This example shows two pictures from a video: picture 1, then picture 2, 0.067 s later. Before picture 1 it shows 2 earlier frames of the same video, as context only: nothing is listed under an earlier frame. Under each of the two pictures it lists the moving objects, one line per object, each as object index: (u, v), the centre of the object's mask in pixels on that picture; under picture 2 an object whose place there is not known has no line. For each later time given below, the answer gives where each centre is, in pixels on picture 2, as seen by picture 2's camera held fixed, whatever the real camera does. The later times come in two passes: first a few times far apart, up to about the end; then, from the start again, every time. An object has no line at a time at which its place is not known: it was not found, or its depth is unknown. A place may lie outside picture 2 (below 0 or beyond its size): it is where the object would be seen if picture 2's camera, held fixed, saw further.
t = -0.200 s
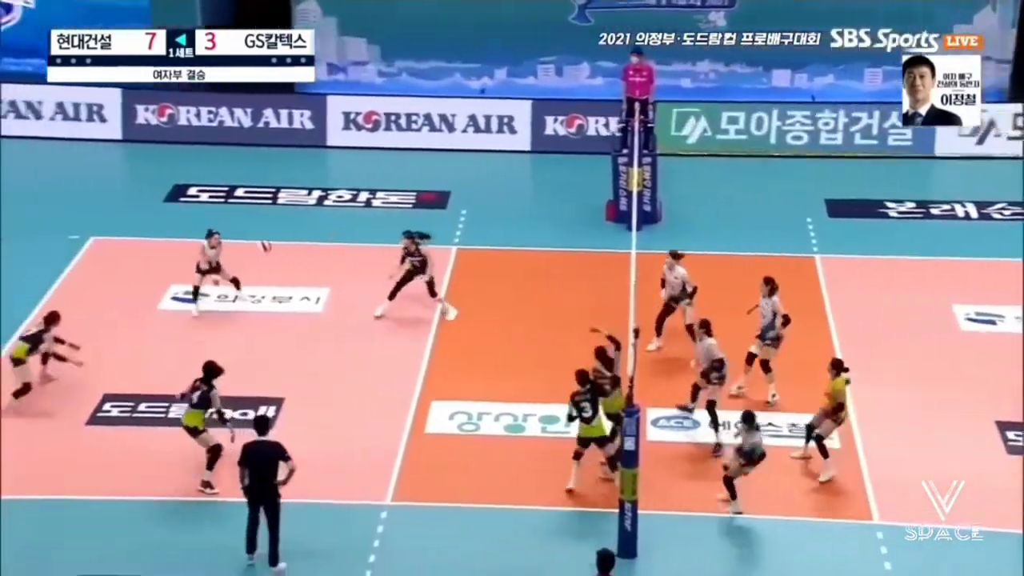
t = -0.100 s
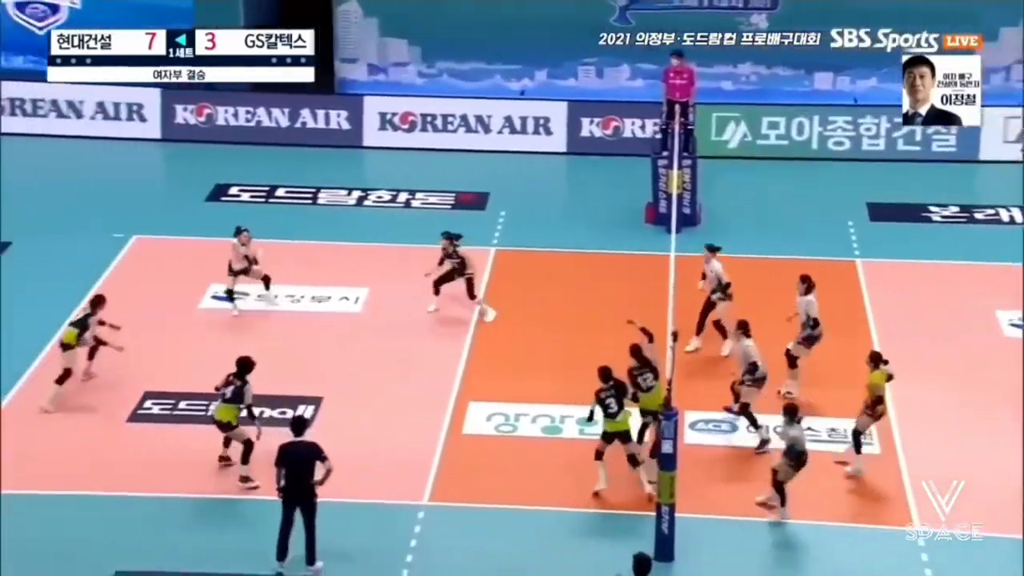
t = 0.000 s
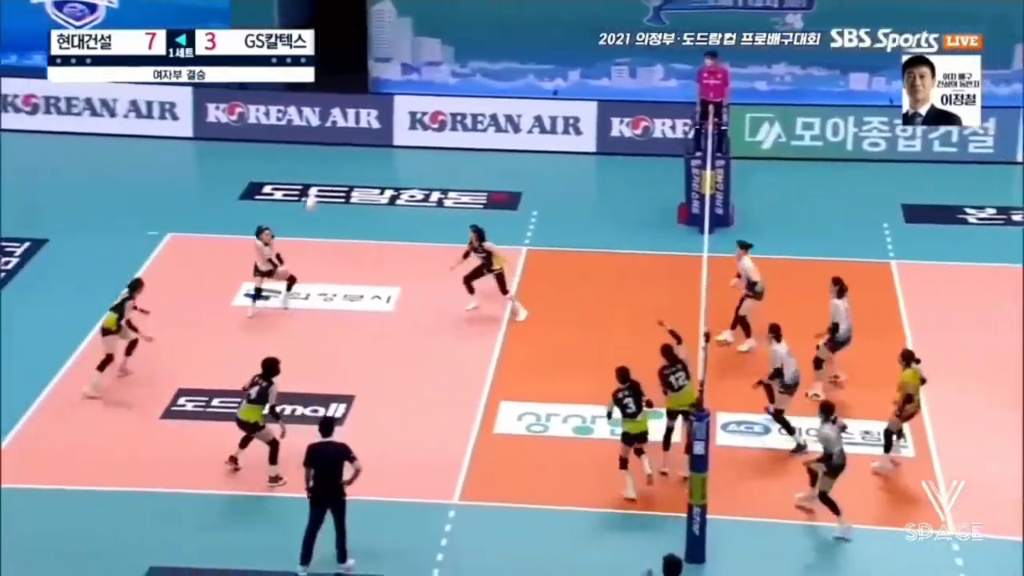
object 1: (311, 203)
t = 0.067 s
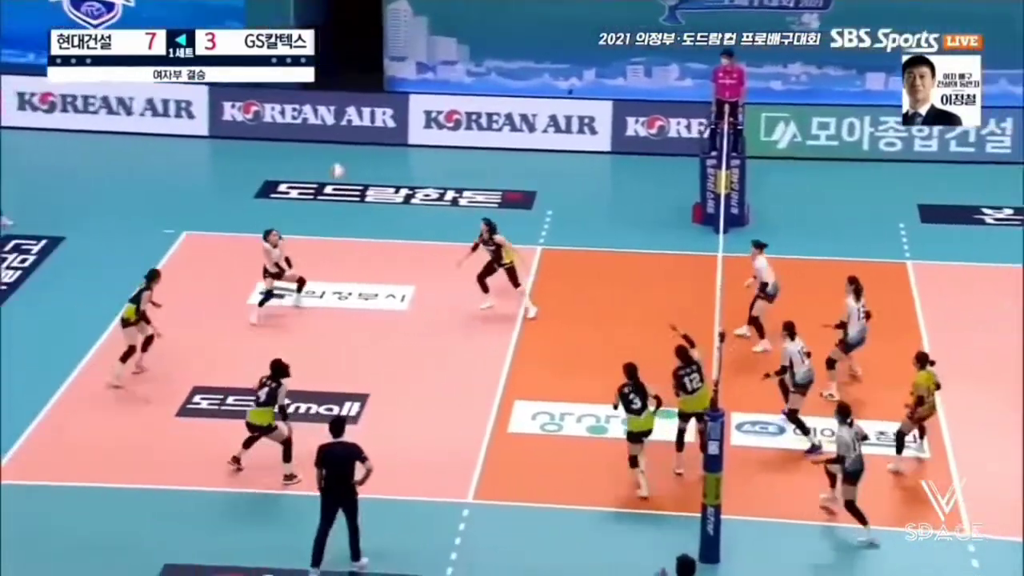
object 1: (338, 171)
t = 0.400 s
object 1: (399, 57)
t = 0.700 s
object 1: (455, 14)
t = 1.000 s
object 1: (513, 30)
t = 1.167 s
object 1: (544, 65)
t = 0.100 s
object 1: (344, 156)
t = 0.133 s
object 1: (349, 143)
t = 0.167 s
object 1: (355, 130)
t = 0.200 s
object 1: (361, 117)
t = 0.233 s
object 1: (369, 107)
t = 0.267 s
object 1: (374, 95)
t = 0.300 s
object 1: (380, 85)
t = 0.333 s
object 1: (386, 76)
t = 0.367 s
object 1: (392, 66)
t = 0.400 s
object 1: (399, 57)
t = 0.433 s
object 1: (406, 50)
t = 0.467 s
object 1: (411, 42)
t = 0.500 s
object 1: (417, 36)
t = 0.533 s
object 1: (423, 30)
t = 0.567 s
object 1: (431, 27)
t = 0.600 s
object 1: (437, 21)
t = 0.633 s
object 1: (443, 18)
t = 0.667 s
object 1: (449, 16)
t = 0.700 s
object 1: (455, 14)
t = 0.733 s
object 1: (462, 13)
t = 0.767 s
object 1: (468, 13)
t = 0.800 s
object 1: (474, 13)
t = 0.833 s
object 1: (481, 14)
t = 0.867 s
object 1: (487, 16)
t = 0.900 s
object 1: (493, 18)
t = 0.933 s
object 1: (500, 21)
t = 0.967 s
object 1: (507, 25)
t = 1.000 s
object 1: (513, 30)
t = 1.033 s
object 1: (518, 36)
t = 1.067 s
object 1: (525, 43)
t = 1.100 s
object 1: (532, 50)
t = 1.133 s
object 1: (539, 57)
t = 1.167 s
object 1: (544, 65)
